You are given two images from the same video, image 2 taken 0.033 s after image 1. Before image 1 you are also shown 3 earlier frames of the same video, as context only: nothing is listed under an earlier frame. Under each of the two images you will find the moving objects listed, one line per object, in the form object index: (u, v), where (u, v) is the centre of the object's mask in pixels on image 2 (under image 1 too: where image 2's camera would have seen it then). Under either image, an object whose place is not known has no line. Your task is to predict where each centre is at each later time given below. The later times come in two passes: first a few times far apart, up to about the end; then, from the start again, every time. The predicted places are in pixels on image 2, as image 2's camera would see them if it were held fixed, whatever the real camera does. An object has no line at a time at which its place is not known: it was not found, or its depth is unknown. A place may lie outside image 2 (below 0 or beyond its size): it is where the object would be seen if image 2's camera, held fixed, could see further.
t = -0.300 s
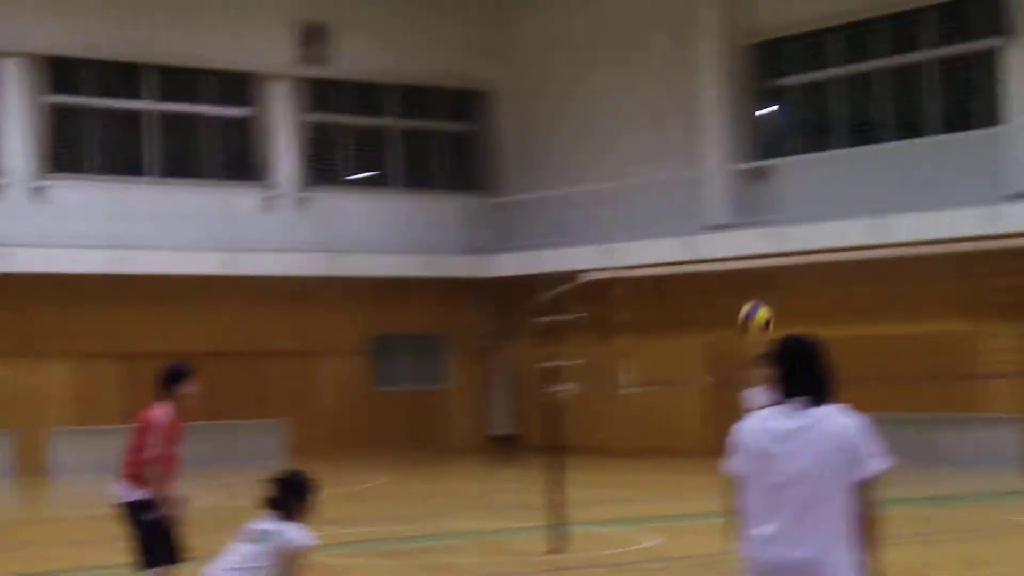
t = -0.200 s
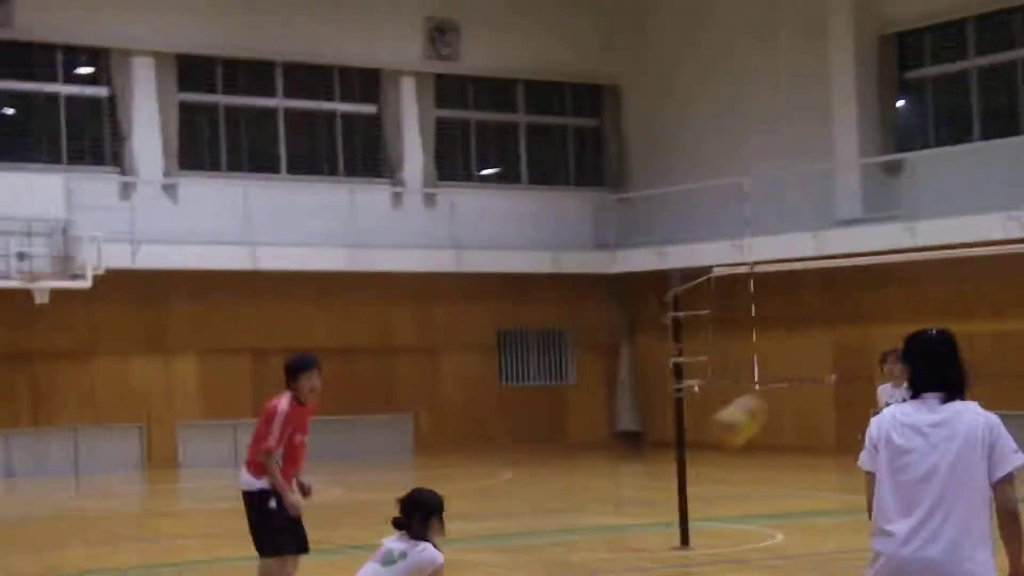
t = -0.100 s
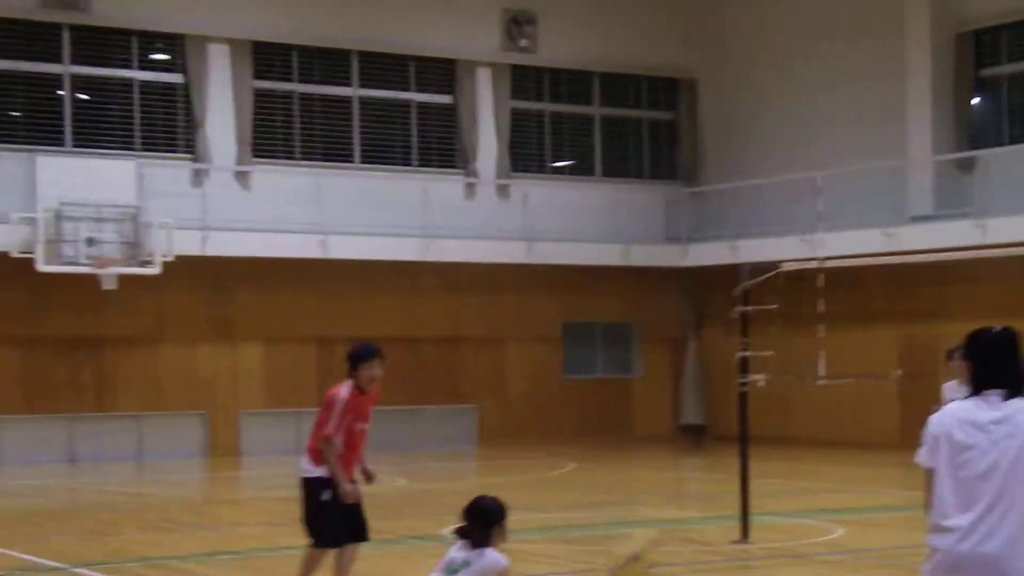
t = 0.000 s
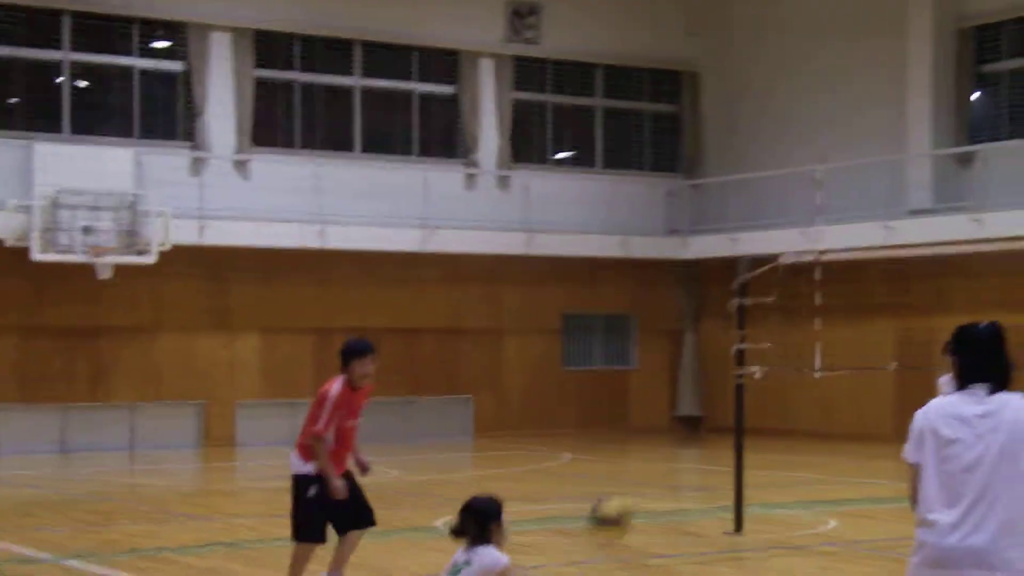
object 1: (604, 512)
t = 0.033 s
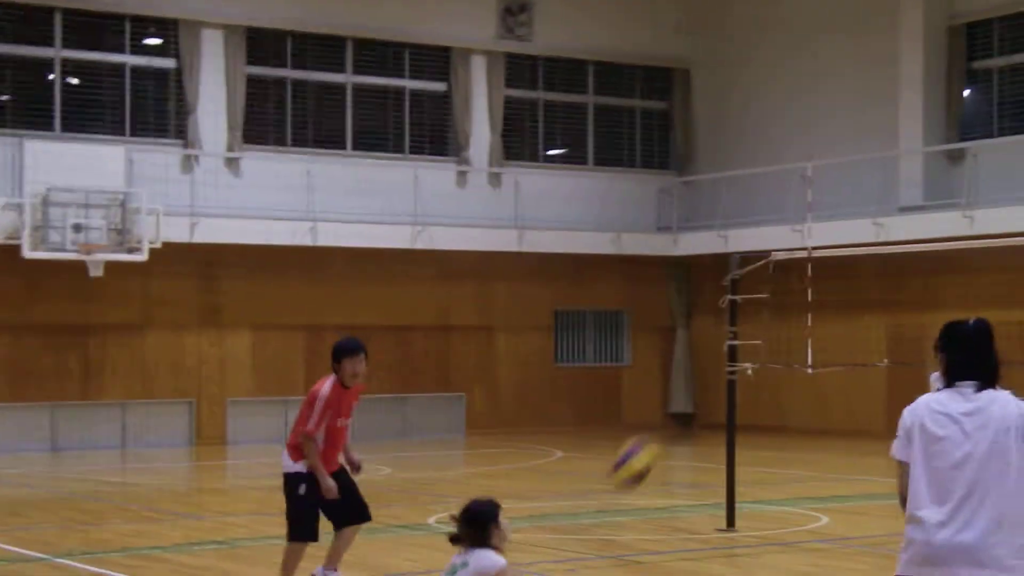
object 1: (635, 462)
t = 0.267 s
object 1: (839, 201)
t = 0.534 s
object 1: (1068, 31)
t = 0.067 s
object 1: (667, 420)
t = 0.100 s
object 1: (692, 382)
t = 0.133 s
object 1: (724, 341)
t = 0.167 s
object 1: (751, 304)
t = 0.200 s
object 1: (780, 272)
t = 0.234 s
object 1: (812, 232)
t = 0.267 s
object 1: (839, 201)
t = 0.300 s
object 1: (867, 173)
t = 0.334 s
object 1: (896, 146)
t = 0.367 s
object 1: (926, 122)
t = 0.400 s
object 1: (952, 102)
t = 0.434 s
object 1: (983, 81)
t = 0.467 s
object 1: (1010, 61)
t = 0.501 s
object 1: (1039, 45)
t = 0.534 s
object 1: (1068, 31)
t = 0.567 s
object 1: (1096, 18)
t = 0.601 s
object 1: (1125, 10)
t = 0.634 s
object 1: (1152, 3)
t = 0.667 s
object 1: (1179, -3)
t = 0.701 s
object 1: (1205, -9)
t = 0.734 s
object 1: (1231, -12)
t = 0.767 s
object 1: (1260, -12)
